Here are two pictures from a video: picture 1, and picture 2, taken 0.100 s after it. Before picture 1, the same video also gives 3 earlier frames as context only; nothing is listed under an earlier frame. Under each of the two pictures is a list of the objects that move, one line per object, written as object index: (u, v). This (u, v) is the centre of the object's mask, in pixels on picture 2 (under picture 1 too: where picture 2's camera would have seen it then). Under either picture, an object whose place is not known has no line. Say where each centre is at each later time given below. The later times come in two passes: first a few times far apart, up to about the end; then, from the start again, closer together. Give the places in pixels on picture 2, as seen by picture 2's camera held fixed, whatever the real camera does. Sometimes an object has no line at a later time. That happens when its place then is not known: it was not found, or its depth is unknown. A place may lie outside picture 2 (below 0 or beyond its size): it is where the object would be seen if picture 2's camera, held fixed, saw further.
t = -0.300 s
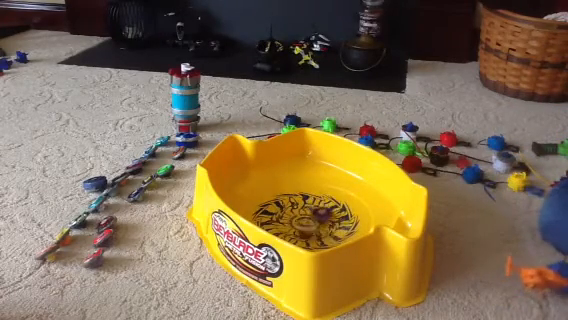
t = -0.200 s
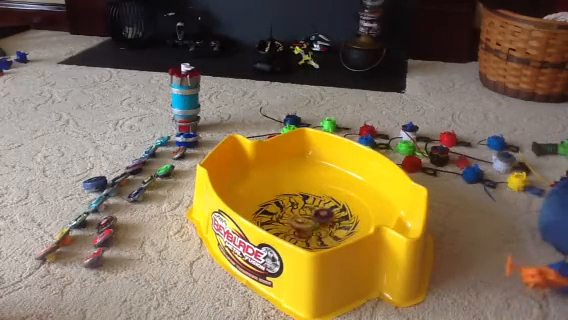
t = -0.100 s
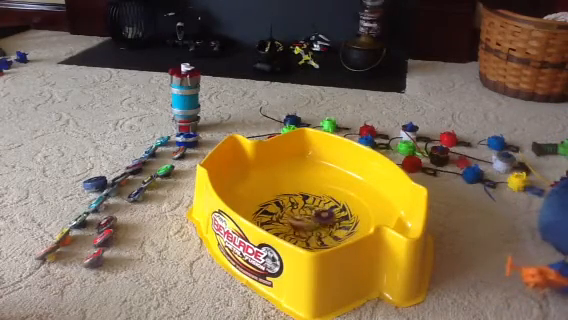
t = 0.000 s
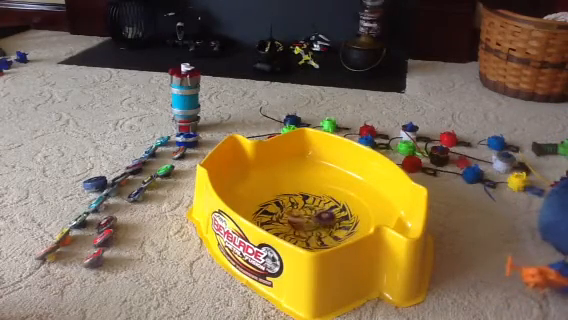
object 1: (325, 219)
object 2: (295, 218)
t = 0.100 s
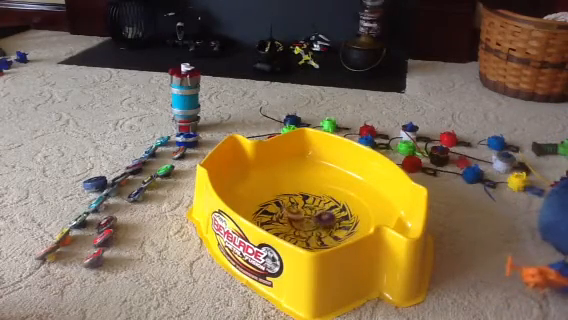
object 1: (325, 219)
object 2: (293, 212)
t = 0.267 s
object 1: (325, 220)
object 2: (293, 206)
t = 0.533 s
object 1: (322, 223)
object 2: (298, 199)
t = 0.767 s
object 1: (318, 223)
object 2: (306, 197)
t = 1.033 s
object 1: (308, 223)
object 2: (317, 198)
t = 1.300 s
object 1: (304, 222)
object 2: (327, 203)
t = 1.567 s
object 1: (294, 218)
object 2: (332, 209)
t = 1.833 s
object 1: (290, 215)
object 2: (332, 216)
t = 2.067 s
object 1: (288, 213)
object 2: (315, 222)
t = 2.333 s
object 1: (288, 211)
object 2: (306, 223)
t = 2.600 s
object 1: (291, 209)
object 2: (300, 223)
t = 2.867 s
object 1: (301, 207)
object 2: (287, 216)
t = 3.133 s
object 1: (307, 206)
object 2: (285, 210)
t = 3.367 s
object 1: (312, 207)
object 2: (287, 204)
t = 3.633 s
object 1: (319, 208)
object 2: (296, 200)
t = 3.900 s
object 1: (335, 214)
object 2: (302, 196)
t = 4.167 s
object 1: (350, 214)
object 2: (301, 195)
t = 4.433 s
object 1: (347, 213)
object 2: (306, 201)
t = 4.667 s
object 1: (336, 213)
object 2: (312, 208)
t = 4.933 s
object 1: (332, 215)
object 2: (306, 215)
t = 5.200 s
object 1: (317, 218)
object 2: (290, 219)
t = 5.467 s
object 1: (304, 219)
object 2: (280, 219)
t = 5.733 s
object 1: (338, 214)
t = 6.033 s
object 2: (274, 206)
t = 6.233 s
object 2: (284, 198)
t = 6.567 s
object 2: (264, 208)
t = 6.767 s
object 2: (294, 216)
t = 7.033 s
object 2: (330, 224)
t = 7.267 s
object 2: (337, 227)
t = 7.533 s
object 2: (331, 229)
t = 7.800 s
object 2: (314, 228)
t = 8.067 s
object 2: (299, 221)
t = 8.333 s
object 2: (292, 211)
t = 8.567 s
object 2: (300, 200)
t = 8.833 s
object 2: (315, 201)
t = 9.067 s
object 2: (325, 207)
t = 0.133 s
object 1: (325, 220)
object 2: (293, 212)
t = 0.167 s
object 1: (325, 220)
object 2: (293, 211)
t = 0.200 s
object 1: (325, 220)
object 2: (293, 208)
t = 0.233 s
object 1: (325, 220)
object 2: (292, 207)
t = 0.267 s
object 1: (325, 220)
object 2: (293, 206)
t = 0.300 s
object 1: (324, 221)
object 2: (292, 205)
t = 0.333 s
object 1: (324, 221)
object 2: (293, 205)
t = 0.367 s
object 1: (324, 221)
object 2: (294, 204)
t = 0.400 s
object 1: (324, 222)
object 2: (295, 202)
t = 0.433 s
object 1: (323, 222)
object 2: (296, 201)
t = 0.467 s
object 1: (322, 222)
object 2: (296, 200)
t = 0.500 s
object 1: (322, 223)
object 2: (297, 200)
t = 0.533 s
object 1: (322, 223)
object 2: (298, 199)
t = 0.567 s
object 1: (321, 223)
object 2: (299, 199)
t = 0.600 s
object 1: (321, 223)
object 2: (300, 198)
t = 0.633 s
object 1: (320, 223)
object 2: (301, 198)
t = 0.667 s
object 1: (320, 223)
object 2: (302, 198)
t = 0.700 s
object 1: (319, 223)
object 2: (304, 198)
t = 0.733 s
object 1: (318, 224)
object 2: (305, 198)
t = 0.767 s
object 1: (318, 223)
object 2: (306, 197)
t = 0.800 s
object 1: (314, 223)
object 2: (308, 197)
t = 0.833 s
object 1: (313, 223)
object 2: (309, 197)
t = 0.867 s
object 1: (313, 223)
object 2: (310, 197)
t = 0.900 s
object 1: (312, 223)
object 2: (311, 197)
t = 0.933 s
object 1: (311, 223)
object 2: (312, 197)
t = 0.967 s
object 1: (310, 223)
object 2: (314, 198)
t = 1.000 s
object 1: (309, 222)
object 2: (315, 198)
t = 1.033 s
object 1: (308, 223)
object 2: (317, 198)
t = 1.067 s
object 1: (306, 223)
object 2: (319, 198)
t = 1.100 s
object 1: (306, 223)
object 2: (320, 199)
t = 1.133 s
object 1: (305, 222)
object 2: (322, 199)
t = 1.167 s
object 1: (305, 222)
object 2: (322, 200)
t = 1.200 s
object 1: (304, 222)
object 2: (323, 200)
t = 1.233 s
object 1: (304, 222)
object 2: (324, 201)
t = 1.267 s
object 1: (304, 222)
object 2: (326, 202)
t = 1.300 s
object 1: (304, 222)
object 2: (327, 203)
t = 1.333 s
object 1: (300, 221)
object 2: (328, 204)
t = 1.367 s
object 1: (298, 220)
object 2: (328, 205)
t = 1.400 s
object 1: (298, 220)
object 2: (329, 205)
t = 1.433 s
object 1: (298, 220)
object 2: (329, 206)
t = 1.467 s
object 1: (296, 219)
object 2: (330, 207)
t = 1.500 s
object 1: (295, 219)
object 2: (331, 208)
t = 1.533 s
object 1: (295, 219)
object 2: (332, 209)
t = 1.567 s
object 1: (294, 218)
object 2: (332, 209)
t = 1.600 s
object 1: (294, 218)
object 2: (332, 210)
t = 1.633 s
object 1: (294, 218)
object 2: (332, 211)
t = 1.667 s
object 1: (292, 216)
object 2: (332, 212)
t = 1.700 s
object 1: (292, 216)
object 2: (332, 213)
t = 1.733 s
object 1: (291, 215)
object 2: (332, 214)
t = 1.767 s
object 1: (291, 215)
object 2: (332, 215)
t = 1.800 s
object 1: (290, 215)
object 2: (332, 216)
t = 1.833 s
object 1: (290, 215)
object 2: (332, 216)
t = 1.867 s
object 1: (290, 215)
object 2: (331, 217)
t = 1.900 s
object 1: (290, 215)
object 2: (331, 219)
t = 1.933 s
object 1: (290, 215)
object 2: (330, 220)
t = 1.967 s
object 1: (289, 214)
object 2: (330, 221)
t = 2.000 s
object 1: (289, 214)
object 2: (316, 222)
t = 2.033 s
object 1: (288, 213)
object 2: (315, 222)
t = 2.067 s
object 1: (288, 213)
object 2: (315, 222)
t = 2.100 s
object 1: (288, 212)
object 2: (314, 223)
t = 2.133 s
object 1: (288, 212)
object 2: (314, 223)
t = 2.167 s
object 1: (288, 212)
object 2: (314, 223)
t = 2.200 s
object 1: (288, 212)
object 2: (313, 223)
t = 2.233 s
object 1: (287, 212)
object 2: (312, 223)
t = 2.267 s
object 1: (288, 212)
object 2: (311, 224)
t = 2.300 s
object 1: (288, 211)
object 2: (310, 224)
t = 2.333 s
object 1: (288, 211)
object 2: (306, 223)
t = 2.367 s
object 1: (288, 211)
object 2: (305, 223)
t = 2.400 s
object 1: (289, 211)
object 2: (305, 223)
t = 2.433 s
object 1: (289, 210)
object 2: (305, 223)
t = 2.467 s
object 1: (290, 210)
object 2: (304, 223)
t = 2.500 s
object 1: (290, 210)
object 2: (303, 223)
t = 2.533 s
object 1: (290, 210)
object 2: (302, 223)
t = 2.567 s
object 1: (291, 209)
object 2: (300, 223)
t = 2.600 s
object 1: (291, 209)
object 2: (300, 223)
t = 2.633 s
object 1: (292, 208)
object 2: (293, 222)
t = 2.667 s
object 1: (293, 208)
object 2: (292, 221)
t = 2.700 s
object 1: (294, 208)
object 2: (292, 221)
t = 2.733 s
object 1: (295, 207)
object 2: (290, 220)
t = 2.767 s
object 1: (297, 207)
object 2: (289, 218)
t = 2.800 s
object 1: (300, 208)
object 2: (288, 217)
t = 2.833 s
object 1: (300, 207)
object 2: (288, 217)
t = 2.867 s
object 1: (301, 207)
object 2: (287, 216)
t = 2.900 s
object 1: (302, 207)
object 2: (287, 216)
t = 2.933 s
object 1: (302, 207)
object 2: (286, 215)
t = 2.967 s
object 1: (303, 207)
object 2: (286, 215)
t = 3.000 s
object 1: (304, 207)
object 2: (286, 215)
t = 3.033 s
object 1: (305, 207)
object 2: (285, 214)
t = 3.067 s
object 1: (305, 207)
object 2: (286, 212)
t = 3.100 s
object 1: (306, 206)
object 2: (285, 213)
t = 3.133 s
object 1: (307, 206)
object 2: (285, 210)
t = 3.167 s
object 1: (308, 206)
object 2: (284, 209)
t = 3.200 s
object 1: (308, 206)
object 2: (284, 207)
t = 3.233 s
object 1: (309, 206)
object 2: (284, 207)
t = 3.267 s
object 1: (310, 206)
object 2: (285, 206)
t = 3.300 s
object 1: (310, 206)
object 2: (286, 204)
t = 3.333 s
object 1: (312, 206)
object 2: (287, 204)
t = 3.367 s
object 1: (312, 207)
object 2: (287, 204)
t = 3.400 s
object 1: (312, 207)
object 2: (287, 203)
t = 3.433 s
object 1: (314, 207)
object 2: (289, 202)
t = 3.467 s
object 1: (316, 207)
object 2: (291, 201)
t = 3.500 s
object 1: (316, 207)
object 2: (291, 201)
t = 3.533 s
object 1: (317, 207)
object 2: (291, 201)
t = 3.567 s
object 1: (317, 208)
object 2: (293, 200)
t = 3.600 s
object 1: (318, 208)
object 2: (294, 199)
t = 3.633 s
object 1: (319, 208)
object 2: (296, 200)
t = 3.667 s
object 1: (321, 208)
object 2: (299, 199)
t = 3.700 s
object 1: (322, 208)
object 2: (301, 199)
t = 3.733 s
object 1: (323, 208)
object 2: (302, 200)
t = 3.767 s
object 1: (324, 209)
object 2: (303, 199)
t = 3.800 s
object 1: (325, 208)
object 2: (306, 200)
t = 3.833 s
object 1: (325, 209)
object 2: (307, 199)
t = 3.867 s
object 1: (330, 211)
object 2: (306, 198)
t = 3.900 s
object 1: (335, 214)
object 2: (302, 196)
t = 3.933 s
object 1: (339, 214)
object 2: (300, 193)
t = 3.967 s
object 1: (343, 215)
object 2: (299, 192)
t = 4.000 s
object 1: (345, 216)
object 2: (299, 192)
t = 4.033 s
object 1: (346, 216)
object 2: (299, 192)
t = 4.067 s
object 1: (348, 215)
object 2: (299, 192)
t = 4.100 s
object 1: (349, 215)
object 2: (300, 193)
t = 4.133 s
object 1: (349, 214)
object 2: (300, 194)
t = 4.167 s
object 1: (350, 214)
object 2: (301, 195)
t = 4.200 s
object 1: (350, 214)
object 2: (302, 195)
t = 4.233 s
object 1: (350, 213)
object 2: (302, 196)
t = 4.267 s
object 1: (350, 213)
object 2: (302, 197)
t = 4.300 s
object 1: (350, 213)
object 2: (304, 198)
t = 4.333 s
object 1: (349, 213)
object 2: (305, 199)
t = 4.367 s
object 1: (348, 212)
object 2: (306, 200)
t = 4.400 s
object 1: (347, 212)
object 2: (305, 200)
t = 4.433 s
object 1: (347, 213)
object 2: (306, 201)
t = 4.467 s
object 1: (345, 212)
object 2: (307, 202)
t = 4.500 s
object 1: (343, 212)
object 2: (309, 204)
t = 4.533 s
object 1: (341, 212)
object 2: (310, 205)
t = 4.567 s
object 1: (339, 212)
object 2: (310, 206)
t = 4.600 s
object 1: (339, 213)
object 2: (311, 206)
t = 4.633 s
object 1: (338, 213)
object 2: (312, 208)
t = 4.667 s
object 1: (336, 213)
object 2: (312, 208)
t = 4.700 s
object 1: (336, 213)
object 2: (312, 210)
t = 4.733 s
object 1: (336, 213)
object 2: (311, 211)
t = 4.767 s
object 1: (335, 214)
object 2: (310, 212)
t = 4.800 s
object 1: (332, 214)
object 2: (309, 213)
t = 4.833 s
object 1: (332, 215)
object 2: (308, 213)
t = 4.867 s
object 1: (332, 215)
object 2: (307, 214)
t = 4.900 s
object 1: (332, 215)
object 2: (307, 214)
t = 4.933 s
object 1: (332, 215)
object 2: (306, 215)
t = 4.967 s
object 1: (331, 216)
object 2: (306, 215)
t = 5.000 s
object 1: (328, 216)
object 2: (301, 219)
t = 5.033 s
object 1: (326, 217)
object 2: (298, 218)
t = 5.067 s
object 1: (325, 218)
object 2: (292, 218)
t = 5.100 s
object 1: (323, 218)
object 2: (290, 218)
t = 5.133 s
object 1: (321, 218)
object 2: (290, 219)
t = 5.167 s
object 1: (318, 218)
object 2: (290, 219)
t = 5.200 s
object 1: (317, 218)
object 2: (290, 219)
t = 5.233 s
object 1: (316, 218)
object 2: (287, 219)
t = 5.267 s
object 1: (316, 218)
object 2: (287, 219)
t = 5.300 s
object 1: (314, 218)
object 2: (285, 219)
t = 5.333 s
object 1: (310, 218)
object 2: (285, 219)
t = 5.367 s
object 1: (309, 218)
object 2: (283, 219)
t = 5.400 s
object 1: (307, 219)
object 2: (281, 219)
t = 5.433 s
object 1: (305, 219)
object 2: (281, 219)
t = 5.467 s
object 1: (304, 219)
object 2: (280, 219)
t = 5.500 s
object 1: (306, 219)
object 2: (271, 219)
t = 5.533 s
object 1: (315, 219)
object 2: (259, 215)
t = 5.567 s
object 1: (321, 217)
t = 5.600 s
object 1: (326, 217)
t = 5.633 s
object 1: (332, 216)
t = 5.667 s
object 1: (335, 215)
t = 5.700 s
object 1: (337, 215)
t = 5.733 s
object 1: (338, 214)
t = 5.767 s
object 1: (338, 213)
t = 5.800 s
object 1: (337, 213)
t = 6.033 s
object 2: (274, 206)
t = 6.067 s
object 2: (276, 207)
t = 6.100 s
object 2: (281, 207)
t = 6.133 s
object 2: (289, 204)
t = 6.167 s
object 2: (291, 203)
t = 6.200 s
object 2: (291, 203)
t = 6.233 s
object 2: (284, 198)
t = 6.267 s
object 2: (276, 195)
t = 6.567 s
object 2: (264, 208)
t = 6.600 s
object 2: (272, 212)
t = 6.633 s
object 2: (276, 213)
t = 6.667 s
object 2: (281, 214)
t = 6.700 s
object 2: (285, 215)
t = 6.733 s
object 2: (290, 215)
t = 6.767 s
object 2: (294, 216)
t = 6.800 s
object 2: (300, 218)
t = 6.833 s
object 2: (305, 219)
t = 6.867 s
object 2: (307, 220)
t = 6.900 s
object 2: (314, 219)
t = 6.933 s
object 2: (318, 220)
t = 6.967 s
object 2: (323, 222)
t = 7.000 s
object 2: (327, 222)
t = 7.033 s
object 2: (330, 224)
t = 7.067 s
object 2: (333, 225)
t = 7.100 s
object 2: (334, 226)
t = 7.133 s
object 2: (336, 226)
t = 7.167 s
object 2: (336, 227)
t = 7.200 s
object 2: (337, 228)
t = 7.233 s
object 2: (337, 228)
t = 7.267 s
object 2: (337, 227)
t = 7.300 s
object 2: (337, 227)
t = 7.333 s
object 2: (337, 227)
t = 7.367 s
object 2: (337, 227)
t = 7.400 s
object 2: (336, 227)
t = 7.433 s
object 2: (335, 228)
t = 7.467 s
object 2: (334, 228)
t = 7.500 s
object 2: (332, 229)
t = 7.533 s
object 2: (331, 229)
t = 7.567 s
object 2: (328, 228)
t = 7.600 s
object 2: (328, 228)
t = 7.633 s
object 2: (326, 228)
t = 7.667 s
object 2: (322, 229)
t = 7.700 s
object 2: (319, 229)
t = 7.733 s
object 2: (317, 229)
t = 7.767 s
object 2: (317, 229)
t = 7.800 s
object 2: (314, 228)
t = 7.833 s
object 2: (308, 227)
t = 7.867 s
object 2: (309, 227)
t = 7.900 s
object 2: (307, 225)
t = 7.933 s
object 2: (303, 223)
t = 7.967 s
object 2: (302, 222)
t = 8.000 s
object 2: (301, 223)
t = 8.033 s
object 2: (300, 222)
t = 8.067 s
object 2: (299, 221)
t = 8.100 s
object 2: (299, 220)
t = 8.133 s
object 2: (297, 221)
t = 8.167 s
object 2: (293, 216)
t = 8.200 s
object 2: (293, 216)
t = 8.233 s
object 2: (292, 214)
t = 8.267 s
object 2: (292, 213)
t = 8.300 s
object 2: (292, 211)
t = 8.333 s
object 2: (292, 211)
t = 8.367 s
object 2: (294, 207)
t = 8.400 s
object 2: (295, 204)
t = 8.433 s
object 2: (296, 203)
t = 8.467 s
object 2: (296, 202)
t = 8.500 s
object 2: (297, 201)
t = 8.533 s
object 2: (298, 200)
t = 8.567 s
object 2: (300, 200)
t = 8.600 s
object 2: (302, 200)
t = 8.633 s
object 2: (304, 200)
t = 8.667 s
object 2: (305, 200)
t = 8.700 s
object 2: (307, 200)
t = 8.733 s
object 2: (309, 200)
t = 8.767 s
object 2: (310, 200)
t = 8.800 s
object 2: (314, 201)
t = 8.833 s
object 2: (315, 201)
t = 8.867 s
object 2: (317, 202)
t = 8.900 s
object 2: (318, 202)
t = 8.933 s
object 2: (320, 203)
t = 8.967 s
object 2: (322, 204)
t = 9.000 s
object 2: (323, 205)
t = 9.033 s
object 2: (324, 206)
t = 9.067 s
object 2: (325, 207)
